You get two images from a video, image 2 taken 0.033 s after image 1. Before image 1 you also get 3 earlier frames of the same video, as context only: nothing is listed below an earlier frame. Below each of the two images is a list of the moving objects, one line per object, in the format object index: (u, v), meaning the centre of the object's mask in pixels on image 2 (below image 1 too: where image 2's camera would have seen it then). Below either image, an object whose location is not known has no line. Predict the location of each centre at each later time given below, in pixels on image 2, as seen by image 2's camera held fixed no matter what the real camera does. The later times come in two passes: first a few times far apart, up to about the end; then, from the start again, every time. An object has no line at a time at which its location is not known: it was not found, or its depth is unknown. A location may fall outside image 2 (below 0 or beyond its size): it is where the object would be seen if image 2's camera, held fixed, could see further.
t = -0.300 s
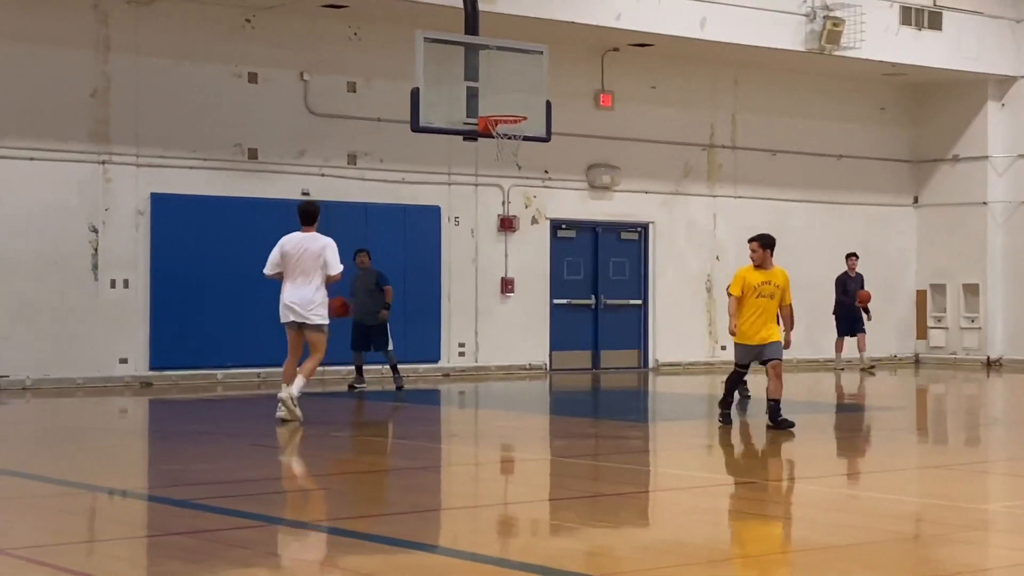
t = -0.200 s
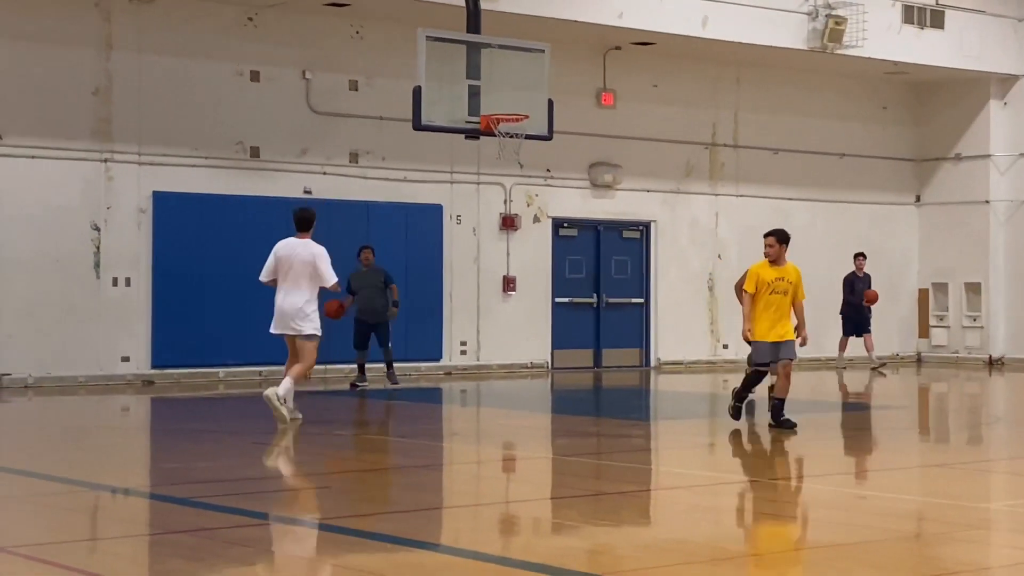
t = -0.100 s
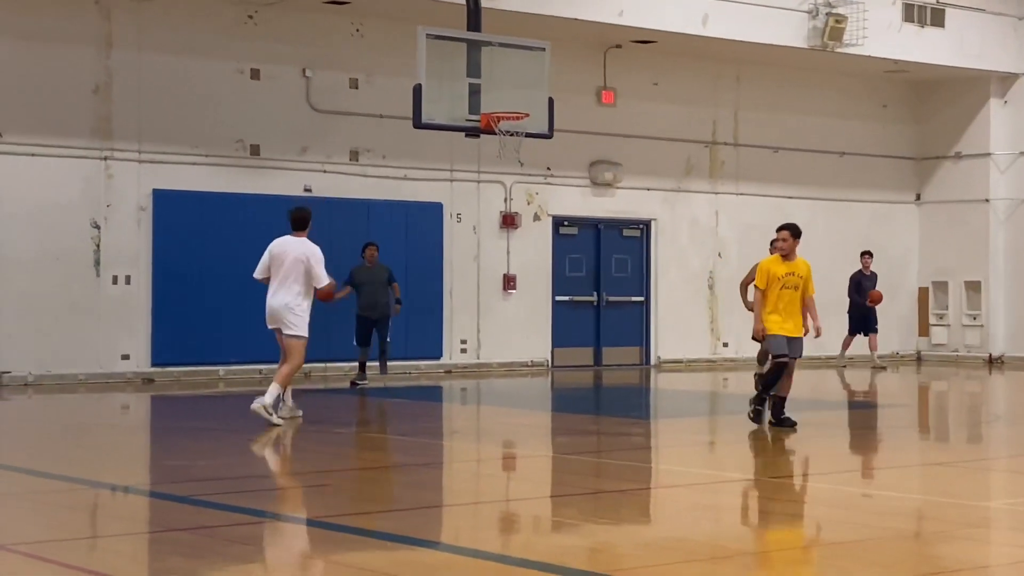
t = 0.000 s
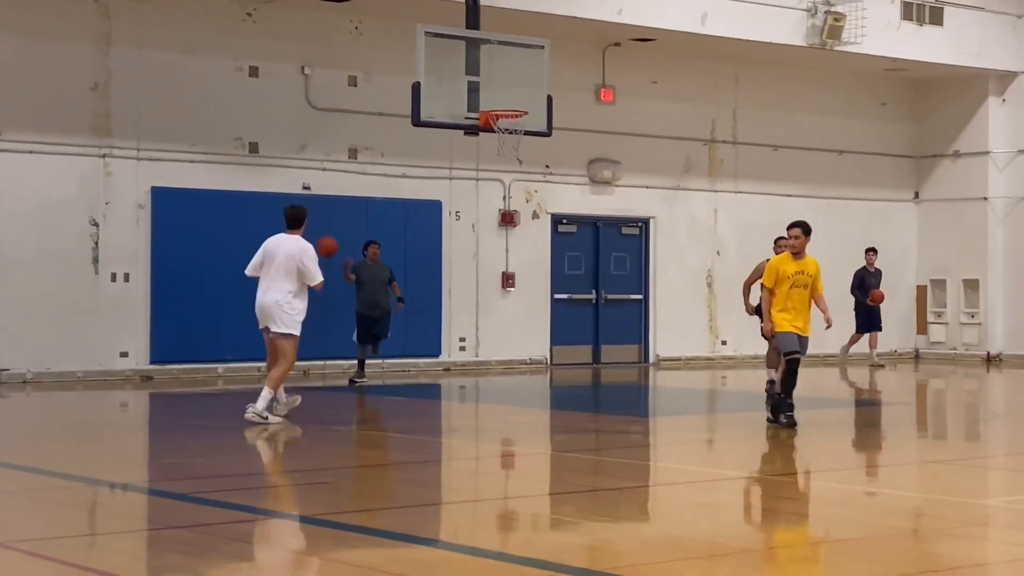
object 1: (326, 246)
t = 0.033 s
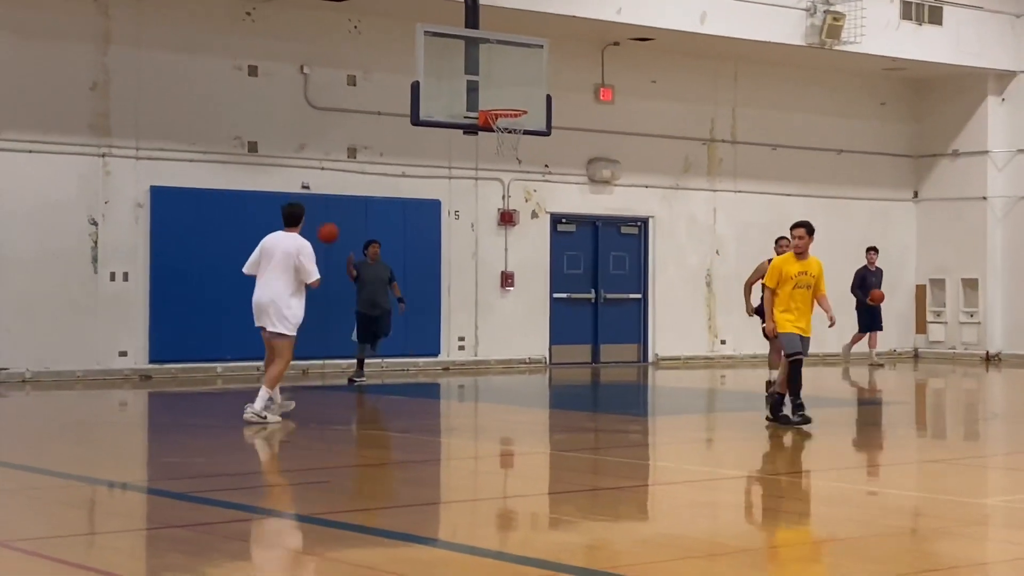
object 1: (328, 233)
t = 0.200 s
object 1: (332, 177)
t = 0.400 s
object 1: (339, 141)
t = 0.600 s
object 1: (345, 143)
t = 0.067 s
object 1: (329, 220)
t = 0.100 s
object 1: (329, 208)
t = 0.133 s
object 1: (330, 197)
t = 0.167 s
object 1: (331, 187)
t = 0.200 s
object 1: (332, 177)
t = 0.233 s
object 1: (334, 169)
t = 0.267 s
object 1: (335, 162)
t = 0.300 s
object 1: (336, 155)
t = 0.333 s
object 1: (337, 150)
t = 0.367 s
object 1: (338, 145)
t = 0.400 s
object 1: (339, 141)
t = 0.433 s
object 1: (340, 139)
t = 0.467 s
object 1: (341, 137)
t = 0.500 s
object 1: (342, 137)
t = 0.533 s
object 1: (343, 137)
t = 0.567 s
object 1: (344, 139)
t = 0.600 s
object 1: (345, 143)
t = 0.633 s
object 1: (346, 147)
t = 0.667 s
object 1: (347, 153)
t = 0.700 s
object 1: (348, 160)
